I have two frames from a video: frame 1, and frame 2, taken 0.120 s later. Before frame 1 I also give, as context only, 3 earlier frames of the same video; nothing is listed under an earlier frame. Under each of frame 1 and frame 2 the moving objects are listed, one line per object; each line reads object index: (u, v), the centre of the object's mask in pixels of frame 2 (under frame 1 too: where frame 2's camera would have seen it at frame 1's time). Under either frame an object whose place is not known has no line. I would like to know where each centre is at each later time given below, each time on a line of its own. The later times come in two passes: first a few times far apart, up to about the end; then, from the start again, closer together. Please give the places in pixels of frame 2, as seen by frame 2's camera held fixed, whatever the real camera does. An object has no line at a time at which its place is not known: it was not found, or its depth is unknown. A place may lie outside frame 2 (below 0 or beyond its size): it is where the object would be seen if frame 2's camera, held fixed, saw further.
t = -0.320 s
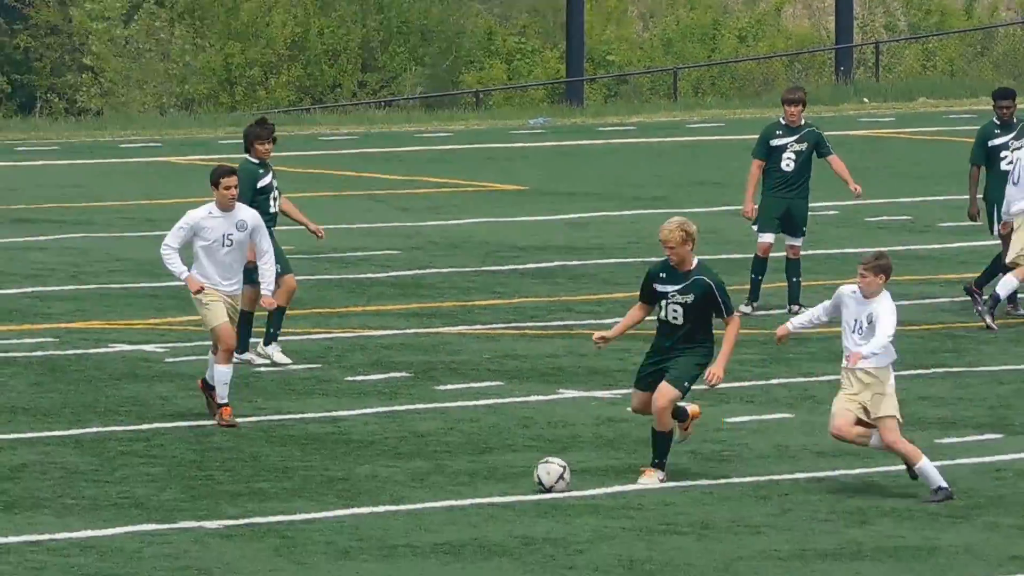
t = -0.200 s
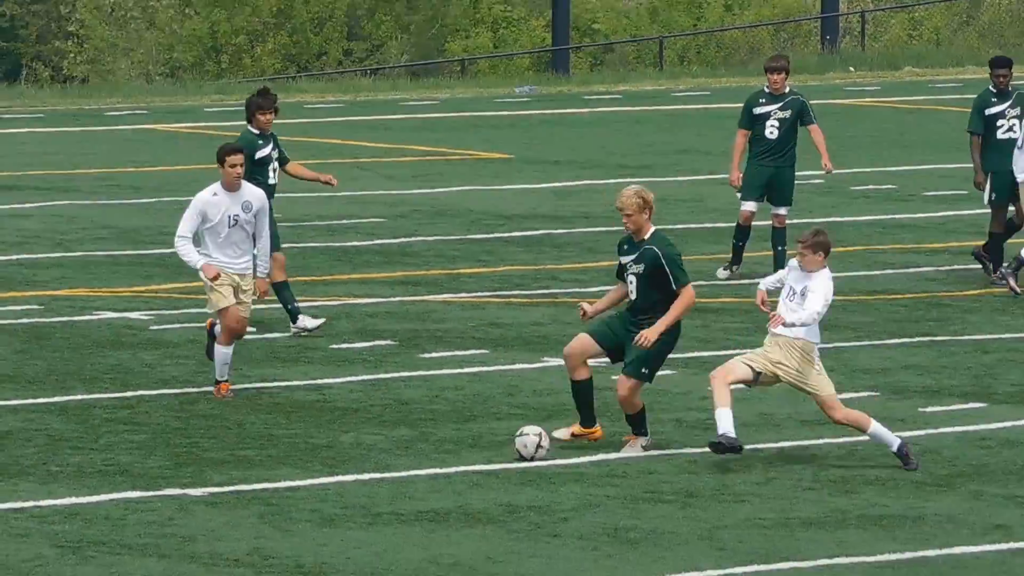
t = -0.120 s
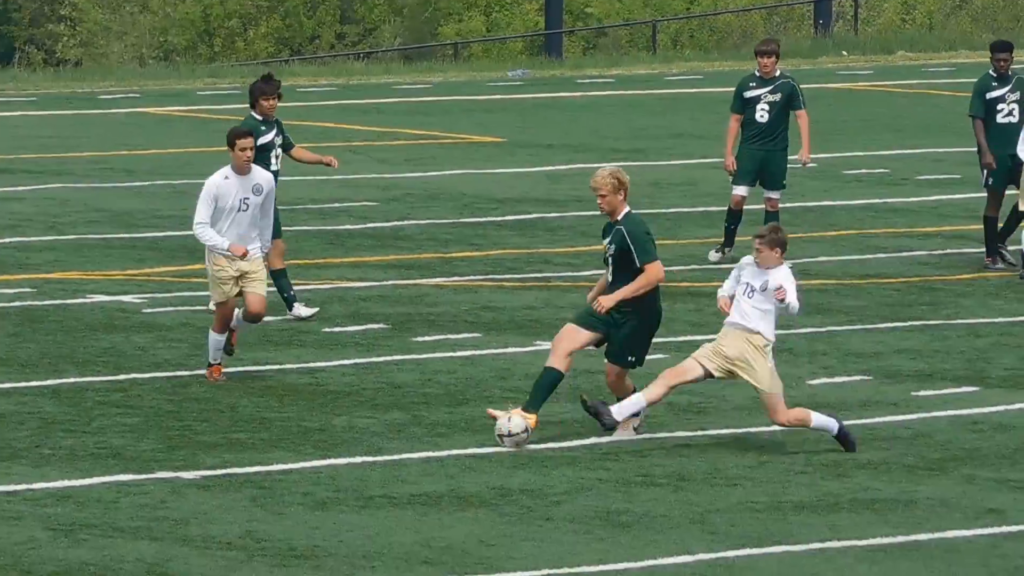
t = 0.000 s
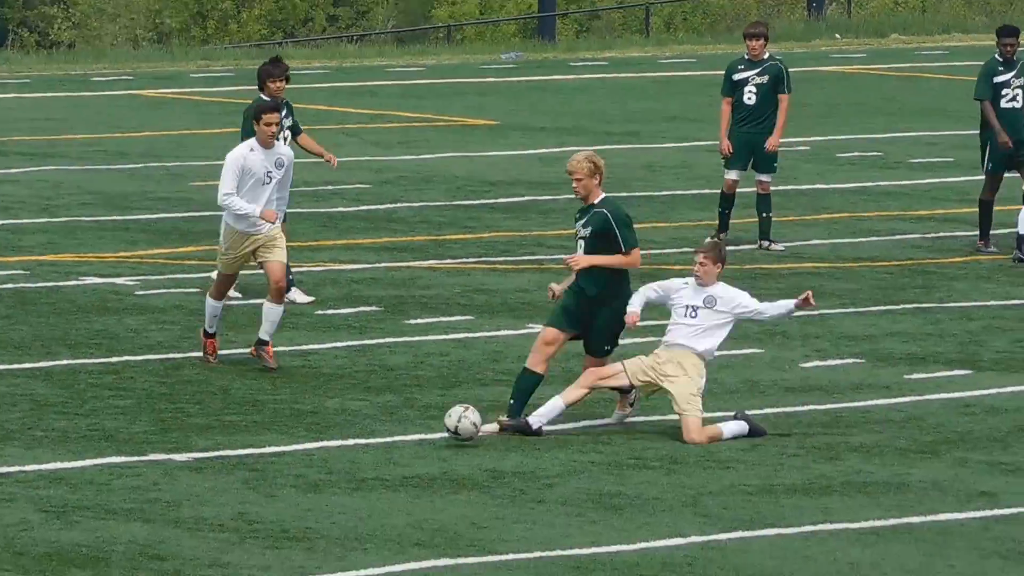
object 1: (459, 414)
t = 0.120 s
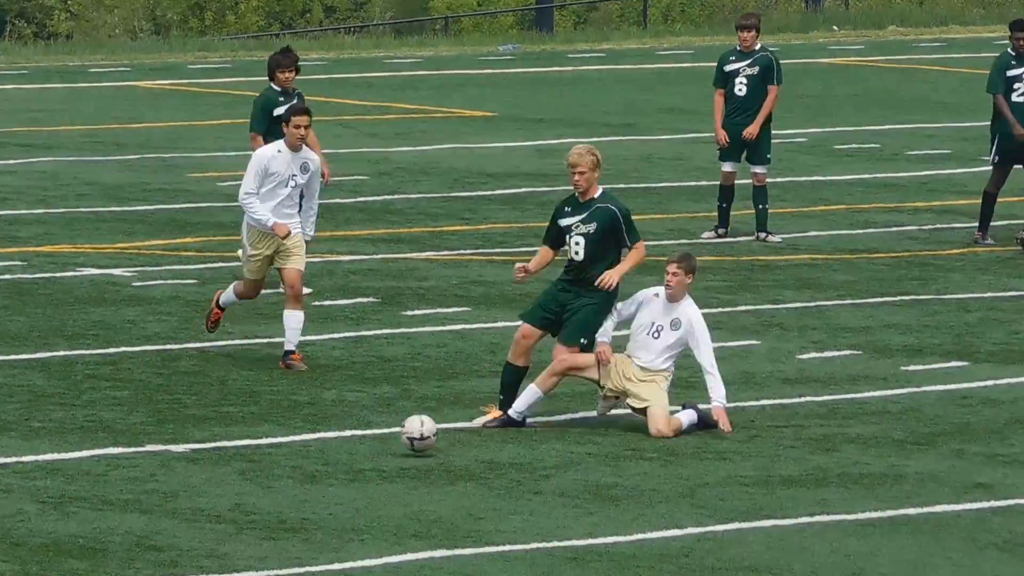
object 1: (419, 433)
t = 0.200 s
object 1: (394, 438)
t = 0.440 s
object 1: (323, 470)
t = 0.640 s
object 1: (266, 495)
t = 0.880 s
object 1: (198, 536)
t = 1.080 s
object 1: (141, 556)
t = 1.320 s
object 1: (72, 572)
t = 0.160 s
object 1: (406, 434)
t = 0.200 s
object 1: (394, 438)
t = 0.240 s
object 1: (381, 446)
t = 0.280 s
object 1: (369, 456)
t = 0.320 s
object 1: (357, 460)
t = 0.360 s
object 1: (346, 461)
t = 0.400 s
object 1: (335, 464)
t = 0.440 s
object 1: (323, 470)
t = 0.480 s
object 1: (312, 479)
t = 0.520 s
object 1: (300, 489)
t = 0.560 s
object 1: (289, 488)
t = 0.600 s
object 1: (277, 490)
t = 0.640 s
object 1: (266, 495)
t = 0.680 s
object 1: (254, 503)
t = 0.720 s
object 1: (243, 513)
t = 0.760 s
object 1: (232, 516)
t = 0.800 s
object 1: (220, 519)
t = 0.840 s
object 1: (209, 526)
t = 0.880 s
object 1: (198, 536)
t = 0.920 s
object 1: (186, 539)
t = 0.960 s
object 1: (175, 544)
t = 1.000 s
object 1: (163, 550)
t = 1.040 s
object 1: (152, 551)
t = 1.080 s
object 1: (141, 556)
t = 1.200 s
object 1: (107, 563)
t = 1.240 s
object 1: (96, 567)
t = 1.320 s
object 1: (72, 572)
